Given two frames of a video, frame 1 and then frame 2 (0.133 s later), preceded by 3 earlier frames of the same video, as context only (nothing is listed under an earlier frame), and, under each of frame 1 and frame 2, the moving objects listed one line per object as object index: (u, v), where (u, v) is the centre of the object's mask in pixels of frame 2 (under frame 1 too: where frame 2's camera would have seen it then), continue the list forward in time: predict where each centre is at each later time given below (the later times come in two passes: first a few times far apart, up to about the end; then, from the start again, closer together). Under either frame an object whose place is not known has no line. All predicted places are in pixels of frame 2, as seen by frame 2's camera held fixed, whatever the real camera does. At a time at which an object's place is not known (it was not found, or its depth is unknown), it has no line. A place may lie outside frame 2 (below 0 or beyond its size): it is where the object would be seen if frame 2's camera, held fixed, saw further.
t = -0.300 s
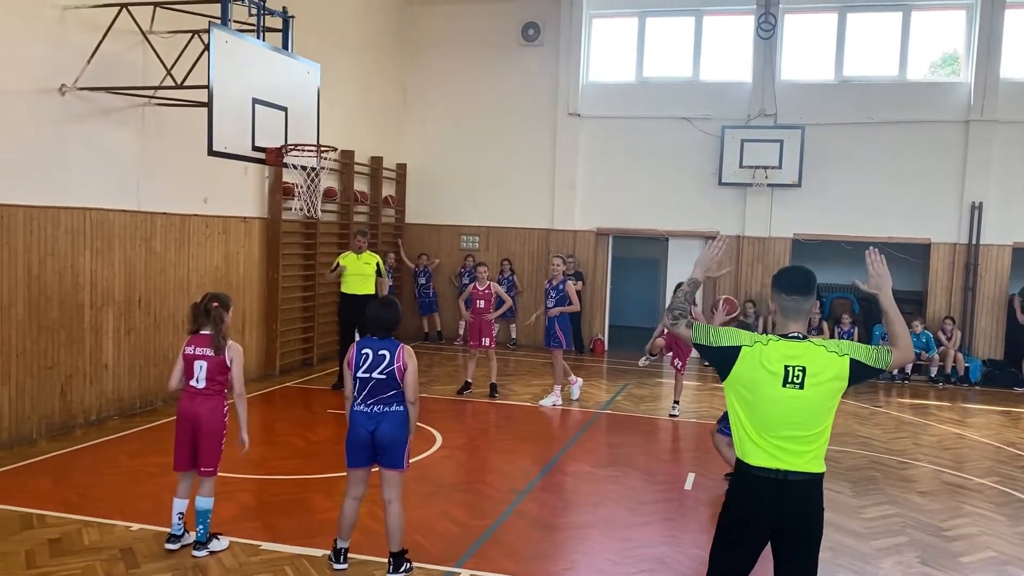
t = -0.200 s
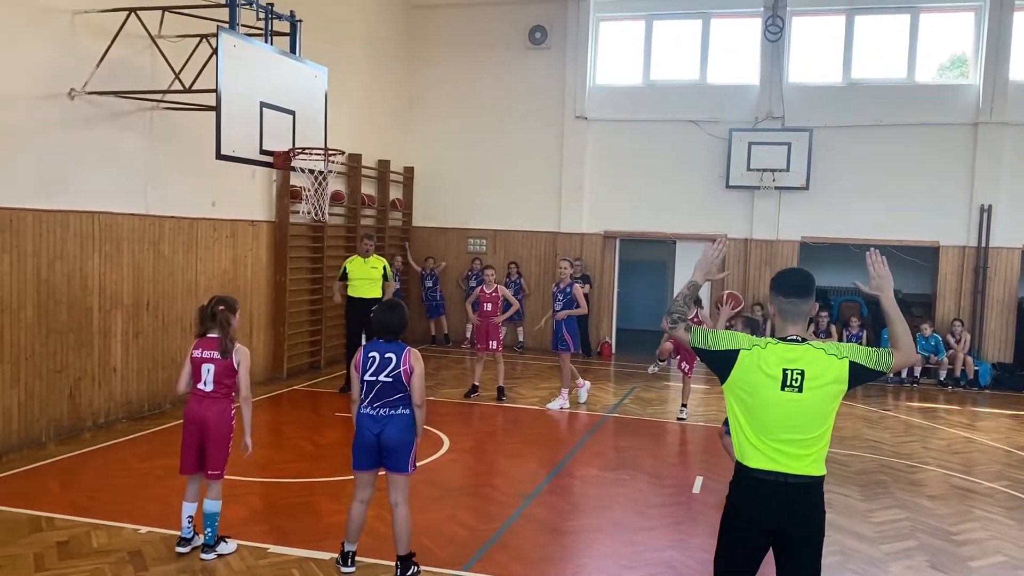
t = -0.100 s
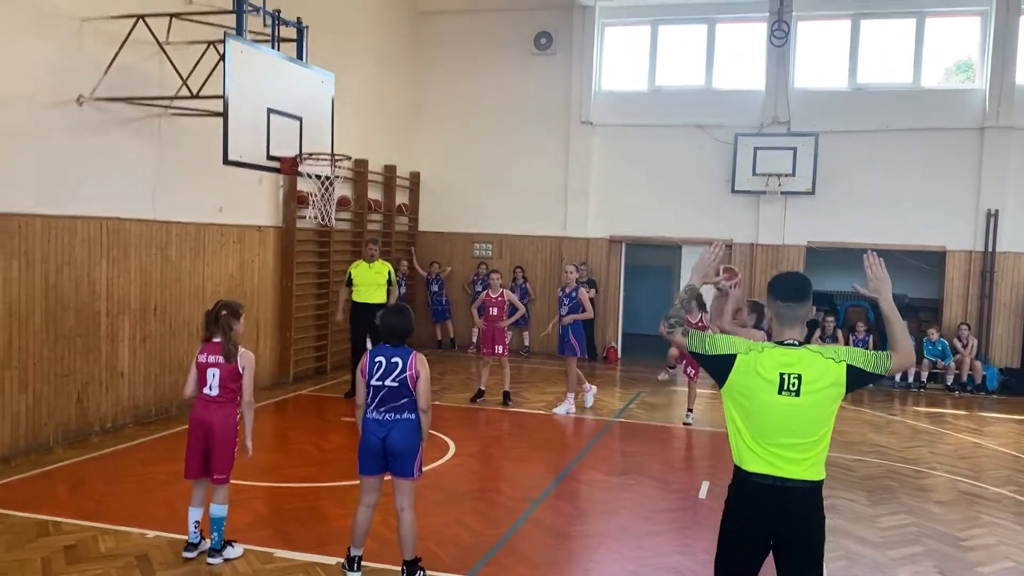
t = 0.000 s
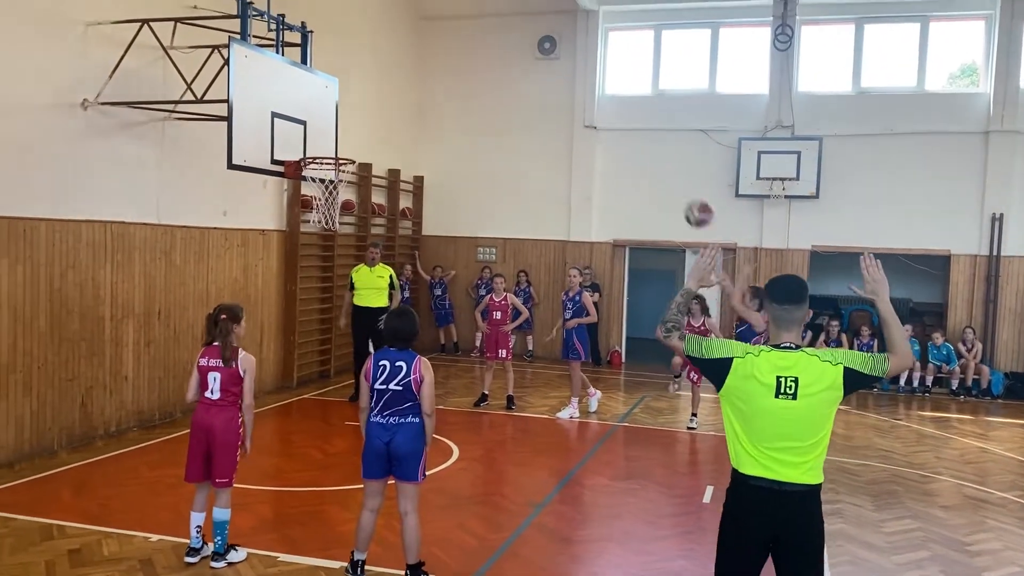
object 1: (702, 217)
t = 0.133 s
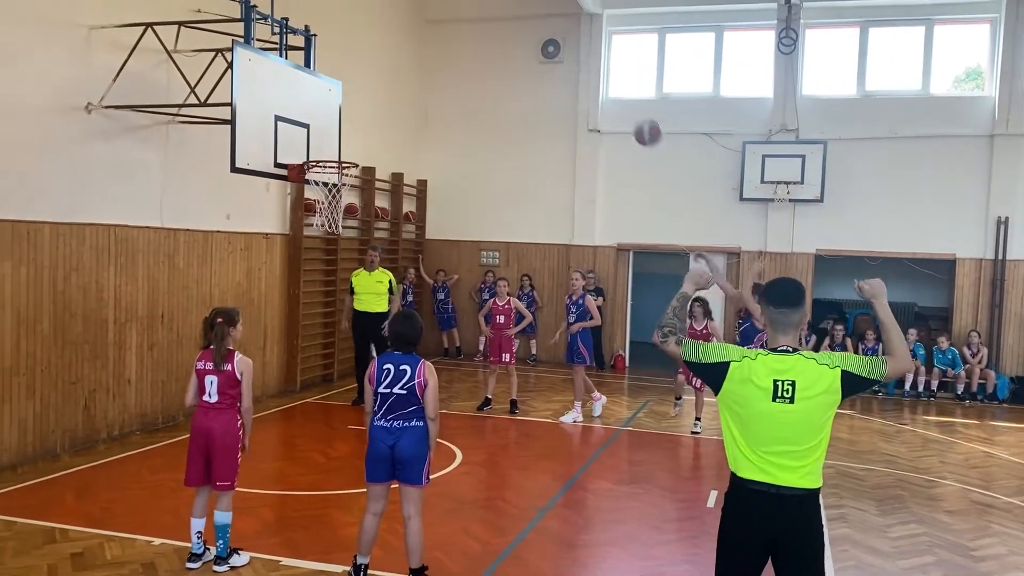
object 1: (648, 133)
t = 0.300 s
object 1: (581, 61)
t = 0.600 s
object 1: (468, 14)
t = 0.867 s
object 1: (371, 71)
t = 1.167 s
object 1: (330, 126)
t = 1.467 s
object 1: (391, 109)
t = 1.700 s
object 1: (438, 164)
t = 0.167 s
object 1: (634, 115)
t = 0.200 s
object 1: (621, 100)
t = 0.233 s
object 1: (607, 85)
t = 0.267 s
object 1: (594, 72)
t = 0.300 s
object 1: (581, 61)
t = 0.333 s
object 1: (568, 51)
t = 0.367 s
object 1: (554, 39)
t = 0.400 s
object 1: (543, 31)
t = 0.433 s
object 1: (530, 24)
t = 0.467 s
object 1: (517, 21)
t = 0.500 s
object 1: (505, 18)
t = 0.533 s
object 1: (492, 17)
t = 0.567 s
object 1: (479, 14)
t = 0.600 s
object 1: (468, 14)
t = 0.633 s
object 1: (456, 17)
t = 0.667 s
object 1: (444, 21)
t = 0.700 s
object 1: (432, 27)
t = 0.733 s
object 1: (419, 36)
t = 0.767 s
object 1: (407, 43)
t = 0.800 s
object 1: (395, 51)
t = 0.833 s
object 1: (382, 61)
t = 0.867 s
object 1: (371, 71)
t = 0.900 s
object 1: (359, 83)
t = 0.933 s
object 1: (348, 96)
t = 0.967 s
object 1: (336, 110)
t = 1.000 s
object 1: (323, 122)
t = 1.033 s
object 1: (314, 140)
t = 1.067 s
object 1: (307, 152)
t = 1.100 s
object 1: (315, 143)
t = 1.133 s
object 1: (322, 134)
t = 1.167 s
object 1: (330, 126)
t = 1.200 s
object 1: (337, 119)
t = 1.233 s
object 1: (343, 114)
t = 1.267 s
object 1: (350, 109)
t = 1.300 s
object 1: (356, 102)
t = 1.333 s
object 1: (364, 103)
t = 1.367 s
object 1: (370, 99)
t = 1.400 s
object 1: (379, 101)
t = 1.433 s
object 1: (385, 105)
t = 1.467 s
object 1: (391, 109)
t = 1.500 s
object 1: (398, 113)
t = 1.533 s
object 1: (404, 118)
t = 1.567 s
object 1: (411, 125)
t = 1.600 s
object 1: (418, 133)
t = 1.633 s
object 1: (425, 142)
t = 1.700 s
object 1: (438, 164)
